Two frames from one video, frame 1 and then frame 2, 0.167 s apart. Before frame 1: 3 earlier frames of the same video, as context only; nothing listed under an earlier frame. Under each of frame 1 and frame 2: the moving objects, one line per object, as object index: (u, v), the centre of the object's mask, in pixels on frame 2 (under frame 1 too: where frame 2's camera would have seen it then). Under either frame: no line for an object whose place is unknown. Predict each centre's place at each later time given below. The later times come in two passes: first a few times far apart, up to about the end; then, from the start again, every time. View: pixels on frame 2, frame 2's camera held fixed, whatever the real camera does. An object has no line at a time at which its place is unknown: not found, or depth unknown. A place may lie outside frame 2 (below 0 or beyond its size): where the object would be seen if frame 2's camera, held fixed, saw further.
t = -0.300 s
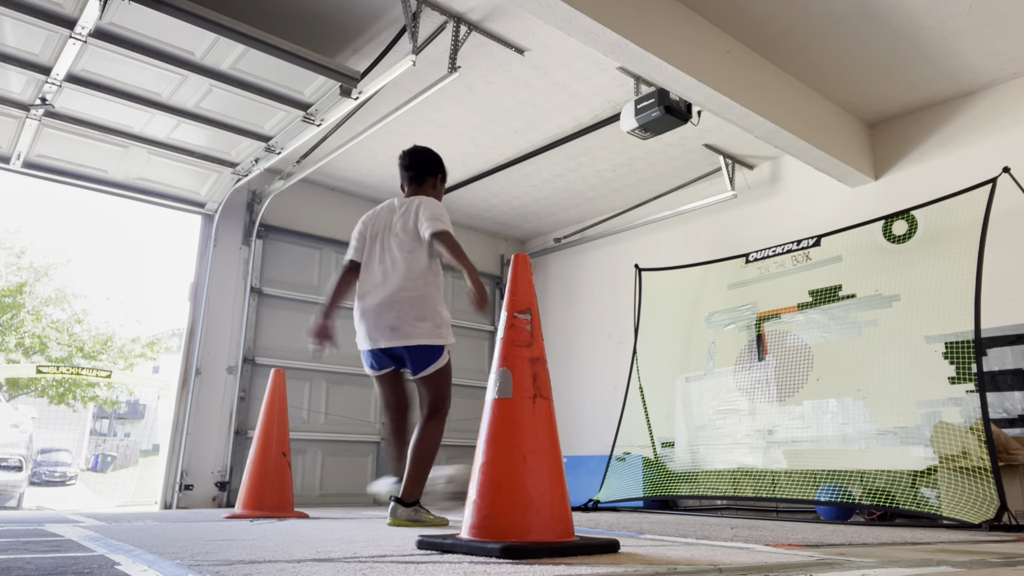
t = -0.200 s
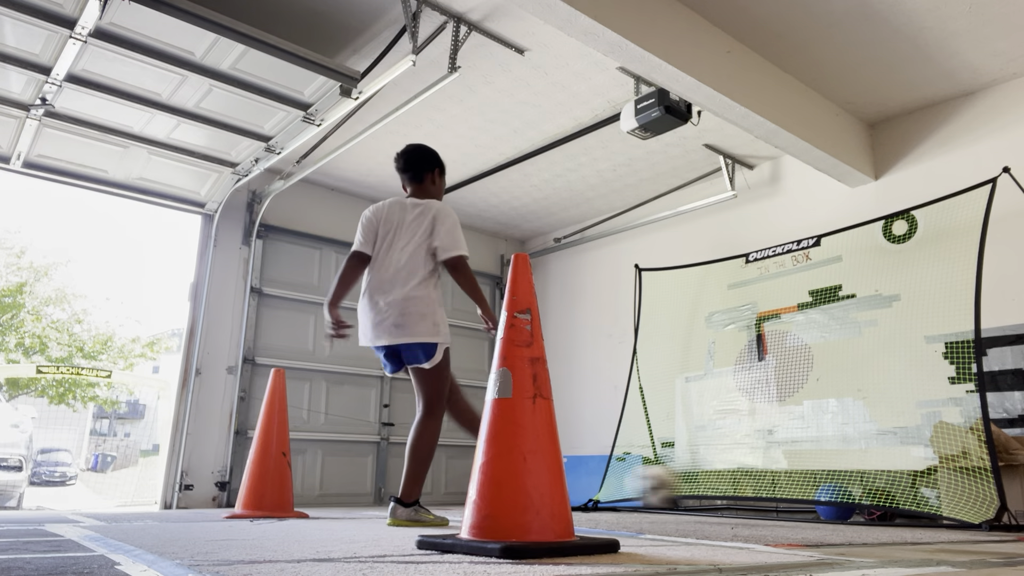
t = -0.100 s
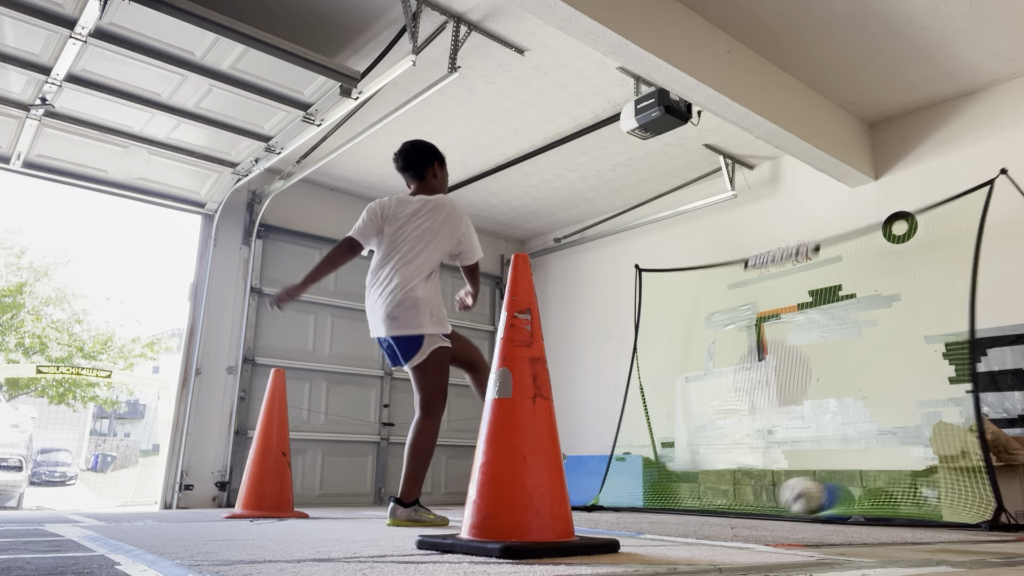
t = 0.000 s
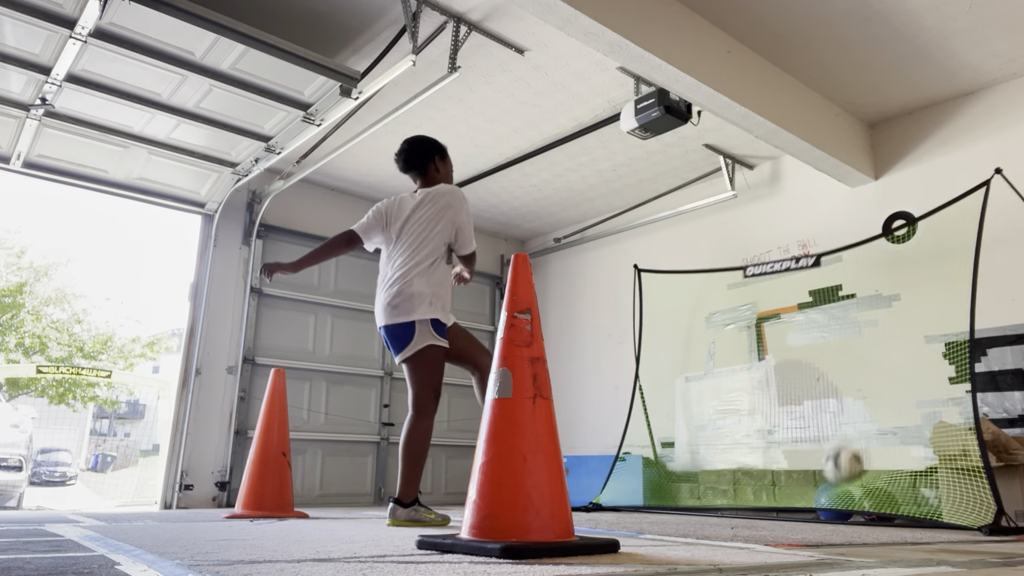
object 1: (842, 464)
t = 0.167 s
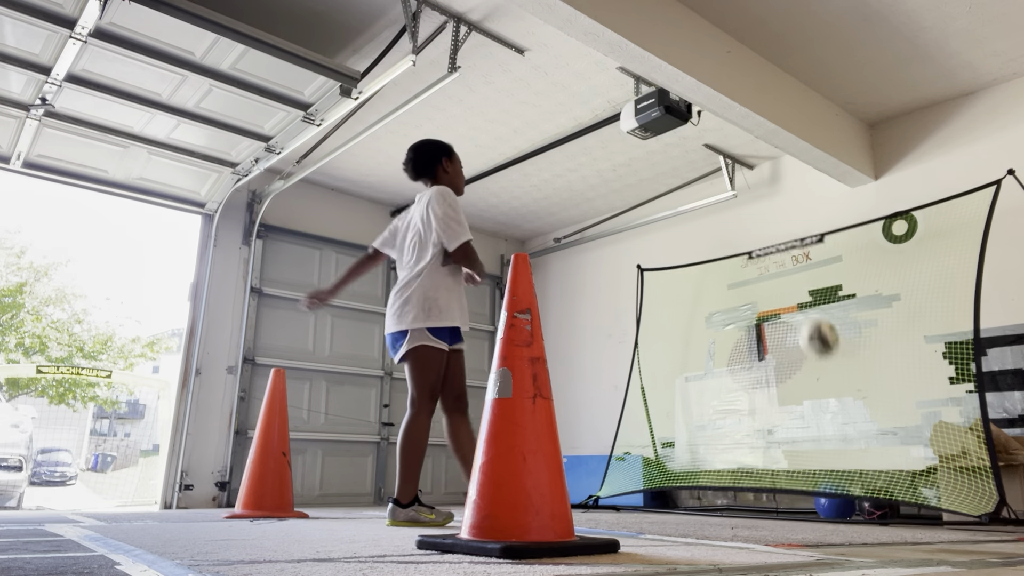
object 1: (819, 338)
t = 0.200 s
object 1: (811, 317)
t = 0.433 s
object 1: (762, 215)
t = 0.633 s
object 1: (718, 201)
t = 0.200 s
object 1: (811, 317)
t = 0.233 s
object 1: (803, 297)
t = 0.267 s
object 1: (796, 279)
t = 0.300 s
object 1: (788, 263)
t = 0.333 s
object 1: (782, 248)
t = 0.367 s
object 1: (775, 236)
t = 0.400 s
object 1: (768, 224)
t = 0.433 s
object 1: (762, 215)
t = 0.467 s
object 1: (754, 208)
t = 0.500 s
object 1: (747, 203)
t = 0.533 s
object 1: (740, 200)
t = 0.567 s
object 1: (732, 198)
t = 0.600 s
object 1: (725, 199)
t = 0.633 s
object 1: (718, 201)
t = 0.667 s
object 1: (710, 206)
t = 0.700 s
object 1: (702, 214)
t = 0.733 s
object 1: (695, 223)
